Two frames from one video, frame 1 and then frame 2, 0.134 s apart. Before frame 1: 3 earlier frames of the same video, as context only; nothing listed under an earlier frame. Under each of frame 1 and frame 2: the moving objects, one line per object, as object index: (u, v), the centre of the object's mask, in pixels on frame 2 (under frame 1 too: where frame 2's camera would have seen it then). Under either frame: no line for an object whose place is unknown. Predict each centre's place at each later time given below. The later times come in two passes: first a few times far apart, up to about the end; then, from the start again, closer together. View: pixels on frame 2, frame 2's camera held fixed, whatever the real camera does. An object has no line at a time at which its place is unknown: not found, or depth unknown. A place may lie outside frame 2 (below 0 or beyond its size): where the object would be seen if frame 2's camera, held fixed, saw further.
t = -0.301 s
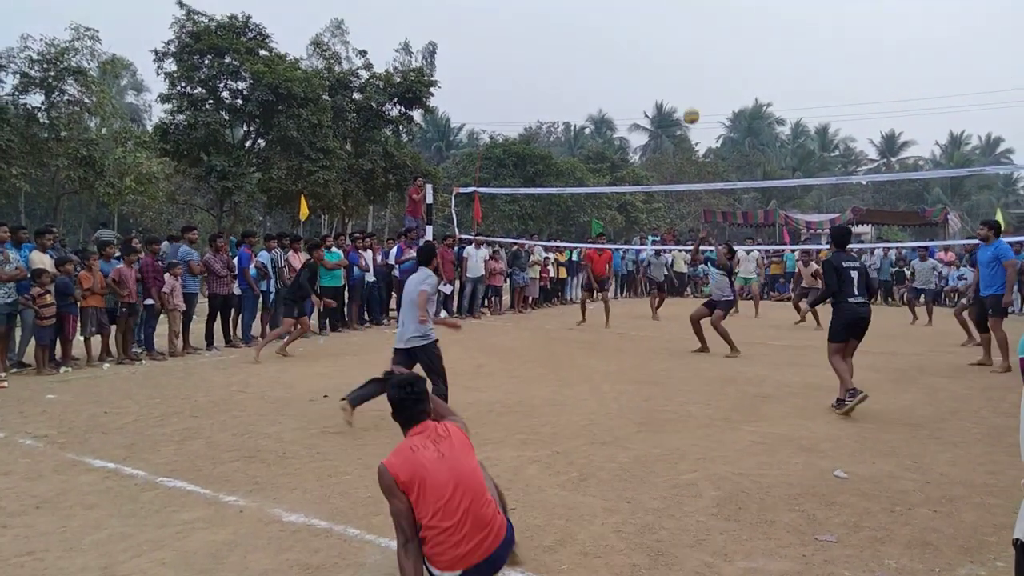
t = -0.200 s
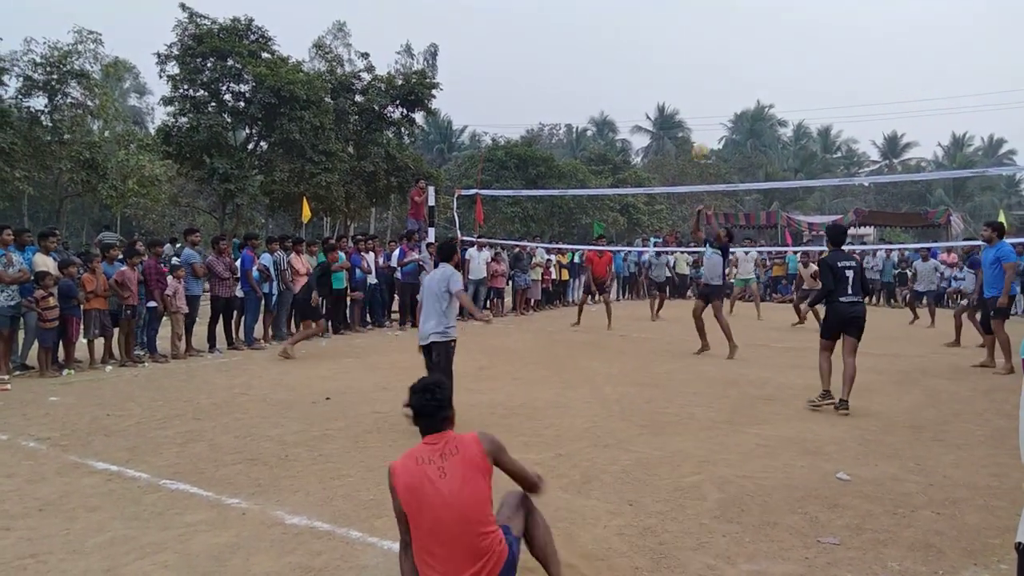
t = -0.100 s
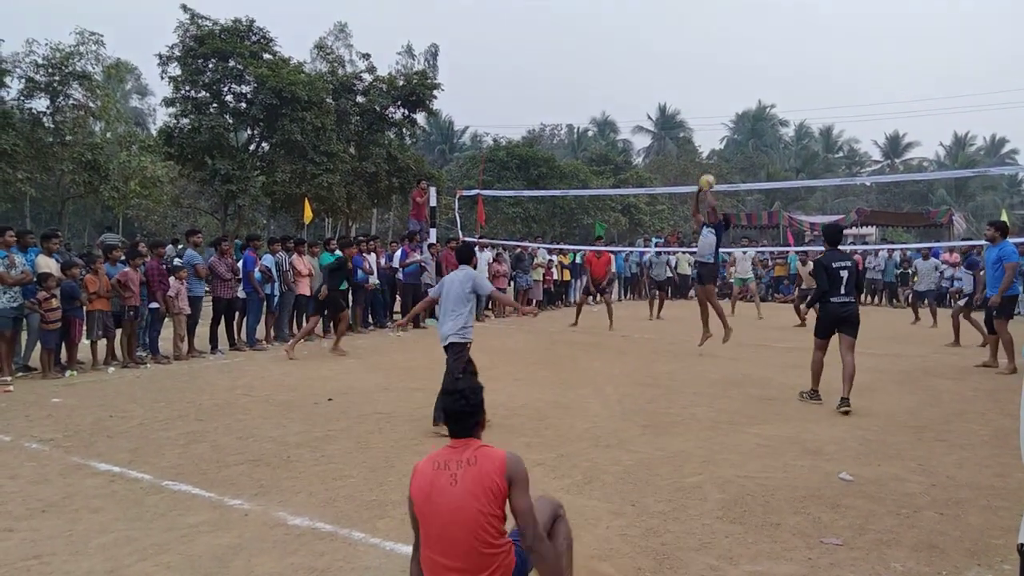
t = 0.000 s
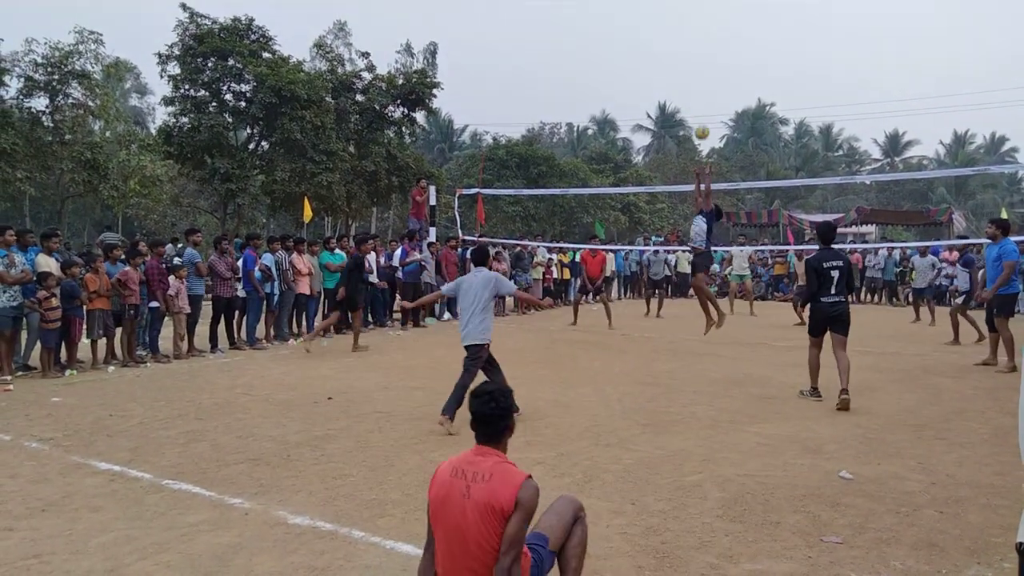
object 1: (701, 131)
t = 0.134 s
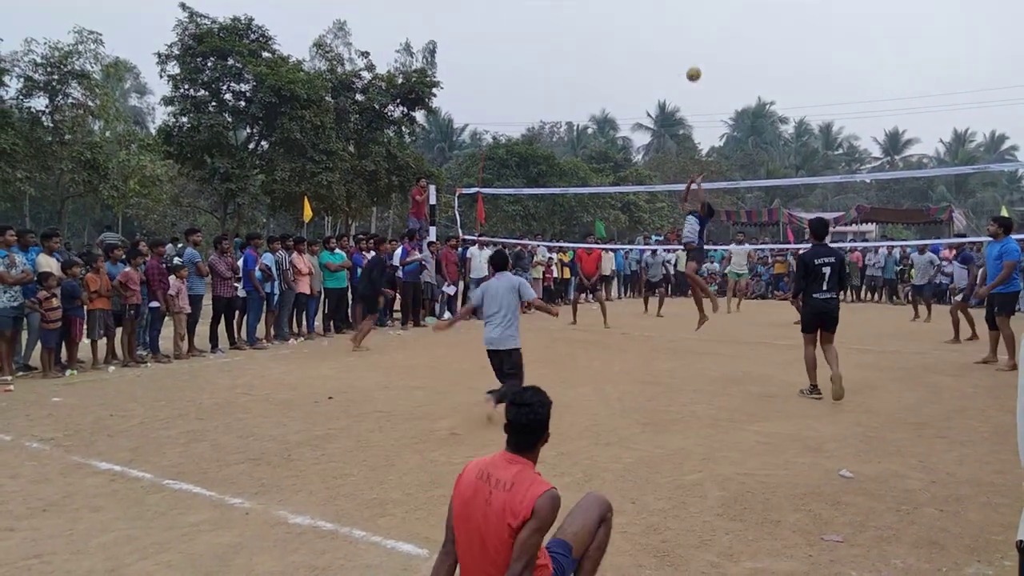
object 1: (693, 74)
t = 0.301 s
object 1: (683, 23)
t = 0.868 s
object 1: (650, 3)
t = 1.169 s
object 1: (636, 77)
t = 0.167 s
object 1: (691, 62)
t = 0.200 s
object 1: (689, 51)
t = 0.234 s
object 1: (687, 41)
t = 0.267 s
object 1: (686, 31)
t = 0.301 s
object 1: (683, 23)
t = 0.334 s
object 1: (681, 15)
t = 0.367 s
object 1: (679, 8)
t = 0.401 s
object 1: (677, 3)
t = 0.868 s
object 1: (650, 3)
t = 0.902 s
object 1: (648, 9)
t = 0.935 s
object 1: (647, 15)
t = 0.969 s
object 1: (645, 22)
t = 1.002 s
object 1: (644, 29)
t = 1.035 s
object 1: (642, 38)
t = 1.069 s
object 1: (641, 47)
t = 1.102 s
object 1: (639, 56)
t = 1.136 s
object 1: (637, 66)
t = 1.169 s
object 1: (636, 77)
